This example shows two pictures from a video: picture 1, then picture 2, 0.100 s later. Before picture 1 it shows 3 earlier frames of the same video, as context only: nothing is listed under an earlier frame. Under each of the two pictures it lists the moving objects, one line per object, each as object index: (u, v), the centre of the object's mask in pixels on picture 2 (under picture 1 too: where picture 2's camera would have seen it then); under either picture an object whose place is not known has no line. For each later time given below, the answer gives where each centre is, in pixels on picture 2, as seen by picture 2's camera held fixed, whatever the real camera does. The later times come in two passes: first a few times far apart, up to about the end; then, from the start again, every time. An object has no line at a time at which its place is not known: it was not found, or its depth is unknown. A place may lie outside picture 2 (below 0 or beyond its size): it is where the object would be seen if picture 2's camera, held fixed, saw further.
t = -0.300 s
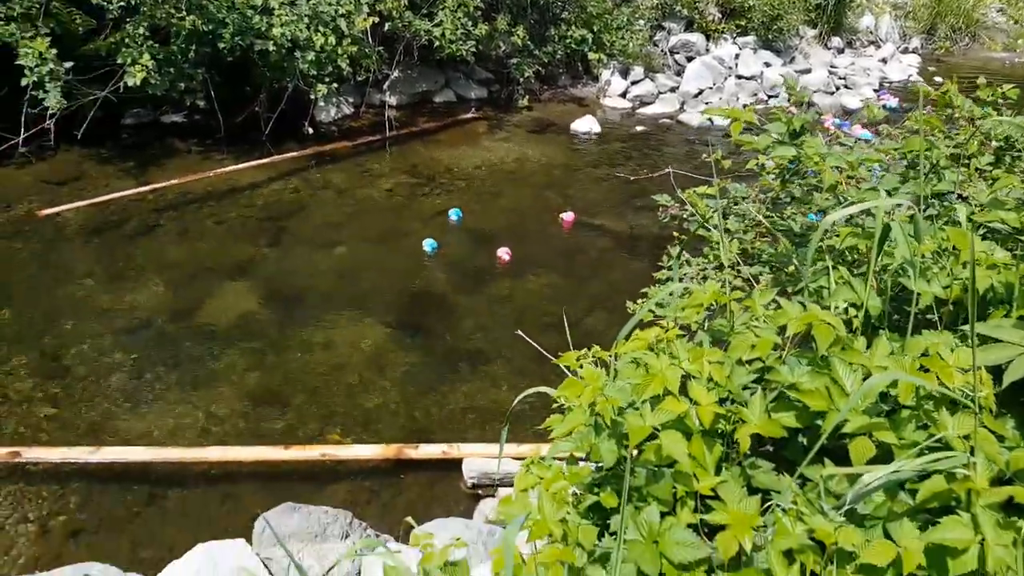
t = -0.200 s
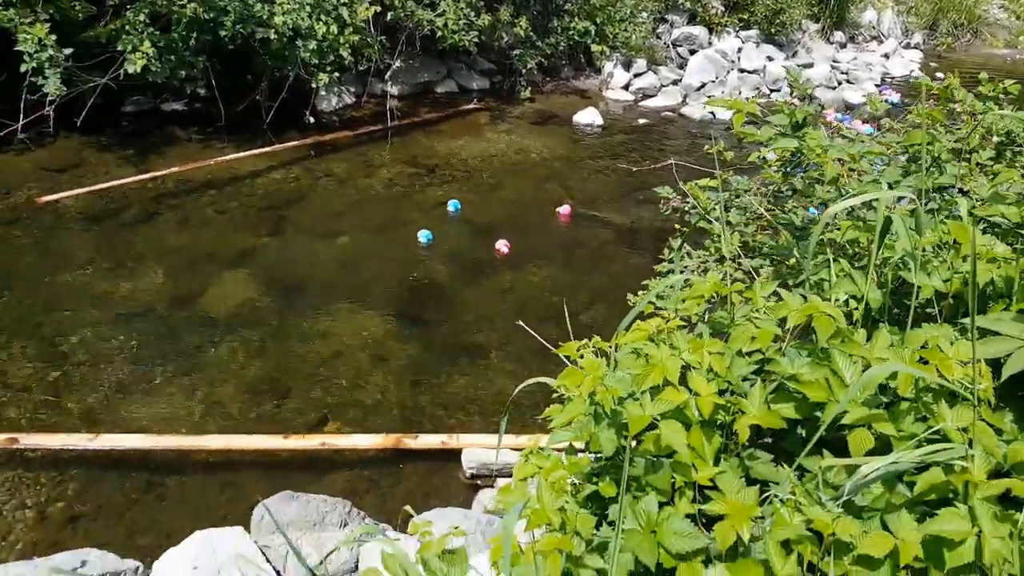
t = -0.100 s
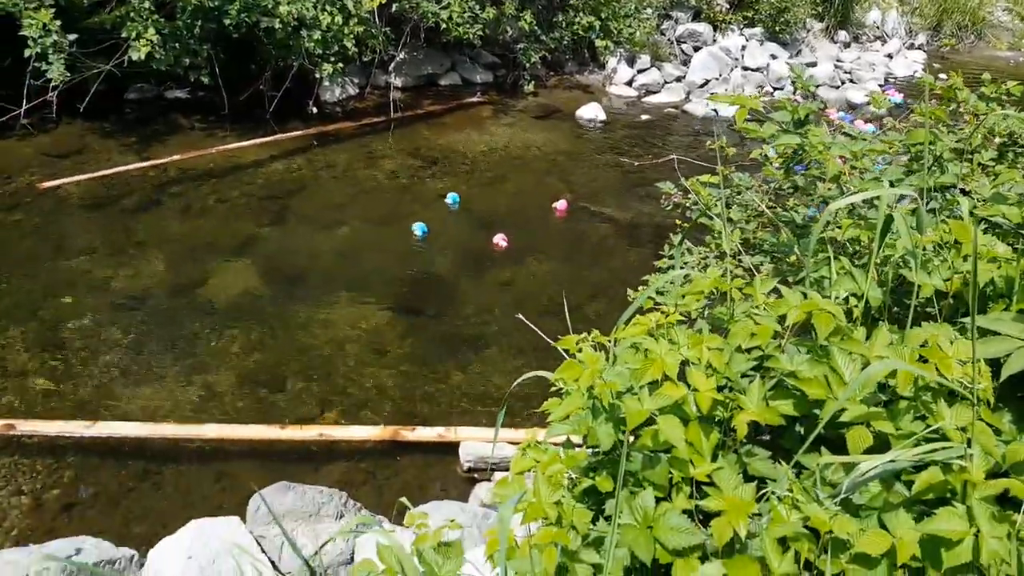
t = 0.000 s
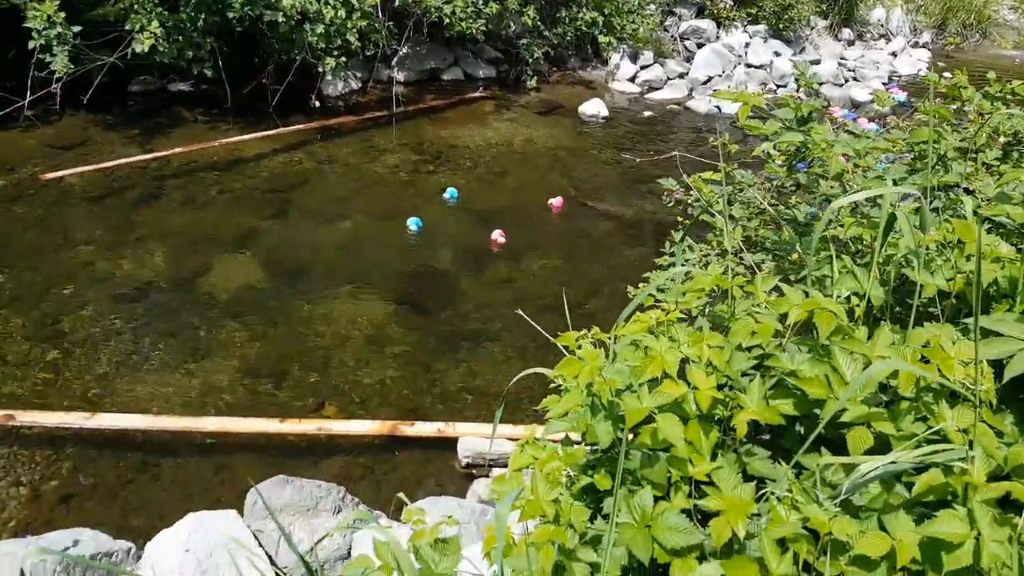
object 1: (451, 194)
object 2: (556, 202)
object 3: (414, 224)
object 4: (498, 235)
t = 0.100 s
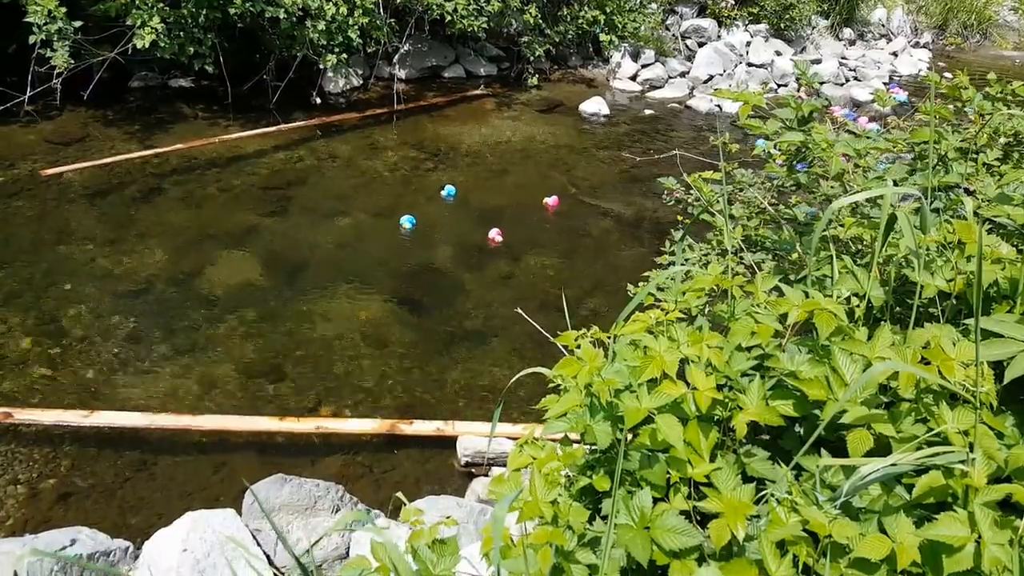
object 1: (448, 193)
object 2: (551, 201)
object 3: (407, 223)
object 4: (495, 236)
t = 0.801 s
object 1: (432, 192)
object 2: (513, 205)
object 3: (361, 227)
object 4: (475, 240)
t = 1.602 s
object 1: (422, 191)
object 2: (465, 208)
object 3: (314, 236)
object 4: (452, 247)
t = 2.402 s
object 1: (409, 194)
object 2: (411, 212)
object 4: (426, 252)
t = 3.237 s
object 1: (391, 199)
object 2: (353, 217)
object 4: (399, 257)
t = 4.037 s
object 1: (374, 200)
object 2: (304, 219)
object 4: (374, 261)
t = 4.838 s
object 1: (354, 201)
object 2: (255, 222)
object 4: (342, 265)
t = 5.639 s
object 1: (331, 206)
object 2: (213, 228)
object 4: (317, 271)
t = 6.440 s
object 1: (300, 210)
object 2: (168, 230)
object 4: (290, 274)
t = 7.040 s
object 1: (273, 219)
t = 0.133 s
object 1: (448, 193)
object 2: (549, 201)
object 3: (405, 222)
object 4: (494, 236)
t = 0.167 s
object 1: (447, 192)
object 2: (548, 201)
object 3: (403, 222)
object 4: (493, 236)
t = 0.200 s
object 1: (446, 192)
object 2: (546, 201)
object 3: (401, 223)
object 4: (493, 236)
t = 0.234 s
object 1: (445, 192)
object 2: (544, 201)
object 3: (399, 223)
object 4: (492, 236)
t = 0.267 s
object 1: (445, 192)
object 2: (543, 201)
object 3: (397, 223)
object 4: (490, 236)
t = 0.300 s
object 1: (444, 192)
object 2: (541, 202)
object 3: (394, 223)
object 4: (490, 236)
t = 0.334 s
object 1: (443, 192)
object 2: (540, 202)
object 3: (392, 224)
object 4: (489, 237)
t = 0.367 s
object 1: (442, 192)
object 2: (538, 202)
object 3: (390, 224)
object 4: (488, 237)
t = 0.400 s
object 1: (441, 192)
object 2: (536, 202)
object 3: (387, 224)
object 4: (487, 237)
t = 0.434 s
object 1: (440, 192)
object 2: (534, 202)
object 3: (385, 224)
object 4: (486, 238)
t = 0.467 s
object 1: (439, 192)
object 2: (532, 202)
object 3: (383, 224)
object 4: (485, 238)
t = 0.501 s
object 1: (438, 192)
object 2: (530, 202)
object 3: (381, 224)
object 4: (484, 238)
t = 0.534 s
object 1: (437, 191)
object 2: (528, 202)
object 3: (378, 225)
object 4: (483, 238)
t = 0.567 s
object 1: (437, 192)
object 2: (527, 203)
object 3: (376, 225)
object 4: (482, 238)
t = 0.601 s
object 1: (437, 191)
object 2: (525, 203)
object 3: (374, 226)
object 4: (481, 239)
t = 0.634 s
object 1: (436, 192)
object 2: (523, 203)
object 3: (372, 227)
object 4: (480, 239)
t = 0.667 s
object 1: (435, 192)
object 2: (520, 204)
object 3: (369, 227)
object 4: (479, 239)
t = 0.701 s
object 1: (434, 192)
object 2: (519, 204)
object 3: (367, 227)
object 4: (478, 239)
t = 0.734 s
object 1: (434, 192)
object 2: (517, 205)
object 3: (365, 227)
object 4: (477, 239)
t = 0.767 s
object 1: (433, 192)
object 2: (515, 205)
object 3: (363, 227)
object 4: (476, 240)
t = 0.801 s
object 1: (432, 192)
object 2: (513, 205)
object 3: (361, 227)
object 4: (475, 240)
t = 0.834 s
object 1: (432, 192)
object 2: (511, 206)
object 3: (359, 227)
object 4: (474, 241)
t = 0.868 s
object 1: (432, 192)
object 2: (509, 206)
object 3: (357, 227)
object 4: (473, 241)
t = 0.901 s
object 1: (431, 192)
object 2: (507, 206)
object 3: (355, 228)
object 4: (473, 241)
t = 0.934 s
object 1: (431, 192)
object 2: (505, 206)
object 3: (353, 228)
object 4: (471, 242)
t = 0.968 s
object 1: (430, 192)
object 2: (503, 206)
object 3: (350, 229)
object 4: (471, 241)
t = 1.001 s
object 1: (429, 192)
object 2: (501, 206)
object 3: (349, 230)
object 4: (470, 241)
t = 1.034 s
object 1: (429, 192)
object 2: (499, 206)
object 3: (347, 231)
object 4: (469, 242)
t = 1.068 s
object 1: (429, 192)
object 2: (497, 206)
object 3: (345, 231)
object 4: (468, 242)
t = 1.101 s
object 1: (428, 192)
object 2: (495, 207)
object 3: (343, 230)
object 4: (467, 242)
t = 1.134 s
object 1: (428, 192)
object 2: (493, 206)
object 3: (341, 229)
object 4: (466, 244)
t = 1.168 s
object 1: (427, 192)
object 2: (491, 207)
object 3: (339, 230)
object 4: (465, 244)
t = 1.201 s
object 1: (427, 191)
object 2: (490, 208)
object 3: (337, 230)
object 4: (464, 243)
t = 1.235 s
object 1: (426, 191)
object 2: (488, 207)
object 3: (335, 231)
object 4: (463, 244)
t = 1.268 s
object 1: (426, 192)
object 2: (485, 207)
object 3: (333, 233)
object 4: (462, 244)
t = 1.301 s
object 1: (425, 192)
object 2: (483, 207)
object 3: (331, 233)
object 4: (461, 244)
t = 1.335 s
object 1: (425, 191)
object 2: (482, 207)
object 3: (329, 233)
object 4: (460, 245)
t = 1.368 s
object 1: (424, 191)
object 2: (480, 208)
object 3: (327, 234)
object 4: (459, 245)
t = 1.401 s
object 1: (424, 191)
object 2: (477, 208)
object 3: (325, 234)
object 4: (458, 245)
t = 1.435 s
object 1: (424, 191)
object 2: (475, 208)
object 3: (323, 234)
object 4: (456, 245)
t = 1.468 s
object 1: (423, 192)
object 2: (473, 208)
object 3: (321, 234)
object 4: (456, 246)
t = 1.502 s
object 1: (423, 192)
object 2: (471, 208)
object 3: (319, 235)
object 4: (454, 246)
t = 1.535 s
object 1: (423, 192)
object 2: (469, 208)
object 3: (318, 235)
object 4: (454, 246)
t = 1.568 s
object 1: (422, 191)
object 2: (467, 209)
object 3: (316, 236)
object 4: (453, 246)
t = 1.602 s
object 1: (422, 191)
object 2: (465, 208)
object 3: (314, 236)
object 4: (452, 247)
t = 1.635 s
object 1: (422, 191)
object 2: (463, 208)
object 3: (312, 236)
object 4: (451, 246)
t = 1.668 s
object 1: (421, 191)
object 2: (461, 208)
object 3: (311, 237)
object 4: (450, 246)
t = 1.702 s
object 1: (421, 191)
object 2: (459, 208)
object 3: (308, 237)
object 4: (449, 247)
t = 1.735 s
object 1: (420, 191)
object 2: (456, 209)
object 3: (307, 238)
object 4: (448, 247)
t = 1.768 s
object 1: (420, 191)
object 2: (454, 209)
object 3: (305, 238)
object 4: (447, 247)
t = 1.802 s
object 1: (420, 191)
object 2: (452, 210)
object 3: (303, 239)
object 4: (446, 248)
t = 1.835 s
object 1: (420, 191)
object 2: (450, 210)
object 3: (301, 238)
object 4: (445, 248)
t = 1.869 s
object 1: (419, 191)
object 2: (448, 210)
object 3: (299, 238)
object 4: (444, 248)
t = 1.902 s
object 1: (419, 192)
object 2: (446, 210)
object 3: (297, 238)
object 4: (443, 248)
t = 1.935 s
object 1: (418, 192)
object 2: (444, 210)
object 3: (296, 239)
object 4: (442, 248)
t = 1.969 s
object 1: (418, 192)
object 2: (442, 210)
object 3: (294, 239)
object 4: (441, 249)
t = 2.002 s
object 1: (417, 192)
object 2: (439, 210)
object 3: (292, 240)
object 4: (440, 248)
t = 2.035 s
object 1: (417, 192)
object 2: (437, 210)
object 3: (290, 241)
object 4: (438, 249)
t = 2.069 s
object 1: (416, 192)
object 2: (435, 210)
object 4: (437, 249)
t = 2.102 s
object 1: (415, 192)
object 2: (432, 211)
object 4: (436, 249)
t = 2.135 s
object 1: (415, 193)
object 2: (430, 211)
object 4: (435, 249)
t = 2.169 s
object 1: (414, 194)
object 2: (428, 211)
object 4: (434, 250)
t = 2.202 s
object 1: (414, 194)
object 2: (425, 211)
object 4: (433, 250)
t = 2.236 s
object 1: (413, 194)
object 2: (423, 212)
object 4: (432, 250)
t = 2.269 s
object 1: (413, 193)
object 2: (420, 212)
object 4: (431, 251)
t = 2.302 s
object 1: (412, 193)
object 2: (418, 212)
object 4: (429, 251)
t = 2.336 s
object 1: (411, 193)
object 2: (415, 212)
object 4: (428, 251)
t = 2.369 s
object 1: (410, 193)
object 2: (413, 212)
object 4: (427, 251)
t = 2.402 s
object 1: (409, 194)
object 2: (411, 212)
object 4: (426, 252)
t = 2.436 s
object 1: (409, 194)
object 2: (408, 213)
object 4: (424, 252)
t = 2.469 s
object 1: (408, 195)
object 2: (406, 213)
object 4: (423, 252)
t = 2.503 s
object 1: (407, 196)
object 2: (403, 214)
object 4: (422, 253)
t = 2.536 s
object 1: (406, 195)
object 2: (401, 213)
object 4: (421, 253)
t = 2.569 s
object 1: (405, 195)
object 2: (398, 214)
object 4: (420, 253)
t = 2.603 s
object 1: (405, 195)
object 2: (396, 214)
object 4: (419, 254)
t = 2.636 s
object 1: (404, 194)
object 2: (394, 214)
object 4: (418, 254)
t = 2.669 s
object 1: (403, 195)
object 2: (391, 214)
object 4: (417, 255)
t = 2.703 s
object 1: (403, 196)
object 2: (389, 215)
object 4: (416, 256)
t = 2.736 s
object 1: (402, 196)
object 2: (387, 214)
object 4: (415, 255)
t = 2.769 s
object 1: (401, 196)
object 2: (385, 215)
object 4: (414, 254)
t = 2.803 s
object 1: (400, 197)
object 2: (382, 215)
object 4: (413, 254)
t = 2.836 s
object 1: (400, 197)
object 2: (380, 215)
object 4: (412, 255)
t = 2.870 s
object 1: (399, 197)
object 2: (378, 215)
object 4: (410, 255)
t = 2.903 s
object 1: (398, 197)
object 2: (375, 215)
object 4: (409, 256)
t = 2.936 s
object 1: (398, 197)
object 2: (373, 215)
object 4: (409, 256)
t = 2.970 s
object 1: (397, 197)
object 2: (371, 215)
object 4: (407, 256)
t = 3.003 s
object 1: (396, 198)
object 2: (369, 215)
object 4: (406, 255)
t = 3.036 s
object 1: (395, 198)
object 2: (367, 216)
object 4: (405, 255)
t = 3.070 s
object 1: (395, 198)
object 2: (364, 216)
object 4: (404, 256)
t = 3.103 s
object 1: (394, 198)
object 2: (362, 215)
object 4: (403, 256)
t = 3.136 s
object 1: (393, 198)
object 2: (360, 216)
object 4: (402, 256)
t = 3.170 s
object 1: (392, 198)
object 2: (358, 216)
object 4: (401, 257)
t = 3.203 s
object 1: (392, 199)
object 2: (356, 216)
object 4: (400, 257)
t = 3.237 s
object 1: (391, 199)
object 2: (353, 217)
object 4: (399, 257)
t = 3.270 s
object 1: (391, 199)
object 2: (351, 216)
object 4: (398, 257)
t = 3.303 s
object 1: (390, 199)
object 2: (349, 216)
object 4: (397, 257)
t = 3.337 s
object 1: (389, 199)
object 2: (347, 217)
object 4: (396, 258)
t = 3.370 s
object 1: (388, 199)
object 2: (345, 217)
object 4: (395, 258)
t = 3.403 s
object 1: (388, 199)
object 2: (343, 217)
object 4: (394, 258)
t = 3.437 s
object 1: (387, 200)
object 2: (341, 217)
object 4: (393, 258)
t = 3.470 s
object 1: (386, 200)
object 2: (339, 217)
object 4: (392, 258)
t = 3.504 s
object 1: (386, 199)
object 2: (336, 218)
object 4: (391, 258)
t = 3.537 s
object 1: (385, 199)
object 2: (335, 218)
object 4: (390, 260)
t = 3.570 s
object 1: (384, 200)
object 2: (332, 217)
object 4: (389, 260)
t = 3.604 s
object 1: (384, 200)
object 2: (330, 218)
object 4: (388, 260)
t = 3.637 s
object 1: (383, 200)
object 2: (328, 218)
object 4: (387, 259)
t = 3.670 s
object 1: (382, 200)
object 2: (326, 218)
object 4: (386, 259)
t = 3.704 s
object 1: (382, 200)
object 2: (324, 218)
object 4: (384, 261)
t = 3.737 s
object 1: (381, 200)
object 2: (322, 218)
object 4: (384, 262)
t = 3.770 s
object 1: (380, 200)
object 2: (320, 219)
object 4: (382, 263)
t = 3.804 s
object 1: (379, 199)
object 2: (318, 219)
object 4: (381, 263)
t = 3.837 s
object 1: (379, 199)
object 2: (316, 219)
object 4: (380, 260)
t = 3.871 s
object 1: (378, 200)
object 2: (314, 219)
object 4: (379, 261)
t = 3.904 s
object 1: (377, 200)
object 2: (312, 219)
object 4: (378, 261)
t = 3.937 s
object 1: (376, 200)
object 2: (309, 219)
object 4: (377, 262)
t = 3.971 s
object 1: (376, 201)
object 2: (308, 219)
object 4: (376, 261)
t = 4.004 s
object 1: (375, 200)
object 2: (306, 219)
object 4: (375, 261)
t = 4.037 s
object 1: (374, 200)
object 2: (304, 219)
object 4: (374, 261)
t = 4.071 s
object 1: (373, 200)
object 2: (302, 220)
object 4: (373, 261)
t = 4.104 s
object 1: (373, 200)
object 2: (300, 220)
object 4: (371, 261)
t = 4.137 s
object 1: (372, 200)
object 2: (298, 220)
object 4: (371, 261)
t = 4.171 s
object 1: (371, 200)
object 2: (296, 220)
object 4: (369, 261)
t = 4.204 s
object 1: (370, 200)
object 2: (294, 220)
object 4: (368, 261)
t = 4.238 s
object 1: (370, 199)
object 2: (292, 220)
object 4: (367, 262)
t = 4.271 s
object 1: (369, 199)
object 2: (290, 220)
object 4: (366, 262)
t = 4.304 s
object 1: (368, 200)
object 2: (288, 220)
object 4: (365, 262)
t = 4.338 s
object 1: (367, 200)
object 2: (286, 220)
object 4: (363, 262)
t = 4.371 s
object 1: (366, 200)
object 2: (284, 220)
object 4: (362, 262)
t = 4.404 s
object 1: (365, 199)
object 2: (282, 220)
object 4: (360, 262)
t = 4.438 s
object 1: (365, 199)
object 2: (280, 220)
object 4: (359, 262)
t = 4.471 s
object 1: (364, 200)
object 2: (278, 221)
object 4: (358, 262)
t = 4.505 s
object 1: (362, 200)
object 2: (276, 221)
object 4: (357, 263)
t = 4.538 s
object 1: (362, 200)
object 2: (274, 221)
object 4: (355, 263)
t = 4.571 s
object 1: (361, 200)
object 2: (272, 221)
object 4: (354, 263)
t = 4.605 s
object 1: (360, 200)
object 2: (270, 222)
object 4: (352, 263)
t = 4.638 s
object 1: (359, 200)
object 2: (268, 222)
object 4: (351, 263)
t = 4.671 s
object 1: (358, 200)
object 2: (266, 222)
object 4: (349, 263)
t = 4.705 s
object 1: (357, 200)
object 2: (264, 222)
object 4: (348, 263)
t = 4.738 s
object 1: (357, 201)
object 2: (262, 222)
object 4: (347, 264)
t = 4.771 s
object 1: (356, 201)
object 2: (260, 222)
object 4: (345, 265)
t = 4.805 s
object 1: (355, 201)
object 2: (258, 223)
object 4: (344, 265)
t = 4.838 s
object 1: (354, 201)
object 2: (255, 222)
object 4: (342, 265)
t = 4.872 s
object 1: (353, 201)
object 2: (253, 223)
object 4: (341, 265)
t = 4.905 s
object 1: (351, 201)
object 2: (251, 222)
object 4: (340, 265)
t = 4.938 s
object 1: (350, 201)
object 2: (249, 222)
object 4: (338, 265)
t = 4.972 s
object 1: (349, 202)
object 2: (248, 223)
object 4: (337, 266)
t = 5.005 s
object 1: (348, 202)
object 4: (336, 266)
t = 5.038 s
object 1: (347, 203)
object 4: (335, 266)
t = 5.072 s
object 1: (345, 202)
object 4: (332, 266)
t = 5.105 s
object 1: (344, 202)
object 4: (331, 266)
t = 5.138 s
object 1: (344, 203)
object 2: (238, 224)
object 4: (330, 267)
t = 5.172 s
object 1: (342, 203)
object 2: (236, 224)
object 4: (328, 267)
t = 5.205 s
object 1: (342, 204)
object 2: (234, 224)
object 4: (327, 268)
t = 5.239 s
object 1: (341, 204)
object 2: (233, 223)
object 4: (327, 267)
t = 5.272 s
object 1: (341, 204)
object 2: (232, 224)
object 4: (327, 268)
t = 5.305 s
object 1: (342, 204)
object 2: (233, 223)
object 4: (328, 267)
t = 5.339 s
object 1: (343, 202)
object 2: (232, 221)
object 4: (328, 266)
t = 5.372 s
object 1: (341, 204)
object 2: (230, 223)
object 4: (326, 267)
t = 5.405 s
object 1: (340, 204)
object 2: (228, 224)
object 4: (325, 268)
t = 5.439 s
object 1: (339, 204)
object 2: (225, 223)
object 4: (324, 267)
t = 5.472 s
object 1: (339, 204)
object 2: (224, 224)
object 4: (324, 268)
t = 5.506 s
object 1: (337, 205)
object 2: (222, 226)
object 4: (322, 269)
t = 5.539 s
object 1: (335, 205)
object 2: (219, 226)
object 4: (320, 269)
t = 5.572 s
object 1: (336, 204)
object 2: (218, 225)
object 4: (321, 269)
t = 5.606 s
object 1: (335, 204)
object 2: (216, 226)
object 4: (319, 269)
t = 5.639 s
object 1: (331, 206)
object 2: (213, 228)
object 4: (317, 271)
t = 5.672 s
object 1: (330, 206)
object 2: (210, 228)
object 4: (316, 271)
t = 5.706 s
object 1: (331, 206)
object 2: (210, 227)
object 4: (316, 271)
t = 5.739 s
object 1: (328, 207)
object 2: (207, 229)
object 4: (313, 271)
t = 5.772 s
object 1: (325, 209)
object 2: (203, 230)
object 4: (310, 273)
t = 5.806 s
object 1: (325, 208)
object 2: (202, 229)
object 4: (311, 272)
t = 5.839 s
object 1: (326, 207)
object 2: (202, 228)
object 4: (311, 272)
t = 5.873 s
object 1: (324, 208)
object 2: (201, 229)
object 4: (309, 273)
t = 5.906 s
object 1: (321, 207)
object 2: (197, 229)
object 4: (307, 272)
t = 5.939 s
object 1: (320, 208)
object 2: (196, 229)
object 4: (306, 272)
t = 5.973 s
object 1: (321, 207)
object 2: (195, 228)
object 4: (306, 272)
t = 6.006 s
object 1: (319, 207)
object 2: (193, 228)
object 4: (305, 272)
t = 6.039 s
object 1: (318, 208)
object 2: (191, 228)
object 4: (304, 272)
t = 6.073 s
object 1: (317, 209)
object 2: (190, 229)
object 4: (303, 272)
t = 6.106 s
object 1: (315, 209)
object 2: (189, 229)
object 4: (302, 272)
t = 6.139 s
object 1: (314, 208)
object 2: (187, 229)
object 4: (301, 273)
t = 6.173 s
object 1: (313, 209)
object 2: (185, 230)
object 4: (300, 273)
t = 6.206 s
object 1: (311, 209)
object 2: (183, 229)
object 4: (299, 274)
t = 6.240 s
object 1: (309, 209)
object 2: (181, 229)
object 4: (297, 273)
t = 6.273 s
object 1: (307, 209)
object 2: (178, 229)
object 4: (295, 273)
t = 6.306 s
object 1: (306, 209)
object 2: (176, 229)
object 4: (295, 274)
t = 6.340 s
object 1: (305, 210)
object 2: (174, 229)
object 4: (293, 275)
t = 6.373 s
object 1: (303, 210)
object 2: (172, 229)
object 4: (292, 274)
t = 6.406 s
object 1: (302, 211)
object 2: (170, 230)
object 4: (291, 274)
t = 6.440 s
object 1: (300, 210)
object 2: (168, 230)
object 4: (290, 274)
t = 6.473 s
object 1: (299, 211)
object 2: (166, 231)
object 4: (289, 274)
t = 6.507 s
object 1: (298, 211)
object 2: (164, 231)
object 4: (289, 274)
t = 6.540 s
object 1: (297, 211)
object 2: (162, 231)
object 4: (287, 275)
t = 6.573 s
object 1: (295, 212)
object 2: (159, 231)
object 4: (286, 275)
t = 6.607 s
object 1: (293, 212)
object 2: (157, 231)
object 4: (284, 275)
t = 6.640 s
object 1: (292, 212)
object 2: (155, 231)
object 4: (283, 276)
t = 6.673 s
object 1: (290, 213)
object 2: (153, 232)
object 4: (282, 276)
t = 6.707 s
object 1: (287, 214)
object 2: (149, 233)
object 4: (280, 276)
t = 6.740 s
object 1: (286, 215)
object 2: (146, 235)
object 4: (279, 277)
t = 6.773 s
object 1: (285, 215)
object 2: (146, 235)
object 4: (278, 278)
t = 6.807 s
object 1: (284, 214)
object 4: (277, 278)
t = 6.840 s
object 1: (282, 215)
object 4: (276, 278)
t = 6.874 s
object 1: (280, 215)
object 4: (274, 278)
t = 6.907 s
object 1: (279, 216)
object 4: (274, 279)
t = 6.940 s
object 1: (278, 217)
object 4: (272, 279)
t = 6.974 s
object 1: (276, 219)
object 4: (272, 280)
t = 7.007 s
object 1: (274, 219)
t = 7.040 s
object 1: (273, 219)
